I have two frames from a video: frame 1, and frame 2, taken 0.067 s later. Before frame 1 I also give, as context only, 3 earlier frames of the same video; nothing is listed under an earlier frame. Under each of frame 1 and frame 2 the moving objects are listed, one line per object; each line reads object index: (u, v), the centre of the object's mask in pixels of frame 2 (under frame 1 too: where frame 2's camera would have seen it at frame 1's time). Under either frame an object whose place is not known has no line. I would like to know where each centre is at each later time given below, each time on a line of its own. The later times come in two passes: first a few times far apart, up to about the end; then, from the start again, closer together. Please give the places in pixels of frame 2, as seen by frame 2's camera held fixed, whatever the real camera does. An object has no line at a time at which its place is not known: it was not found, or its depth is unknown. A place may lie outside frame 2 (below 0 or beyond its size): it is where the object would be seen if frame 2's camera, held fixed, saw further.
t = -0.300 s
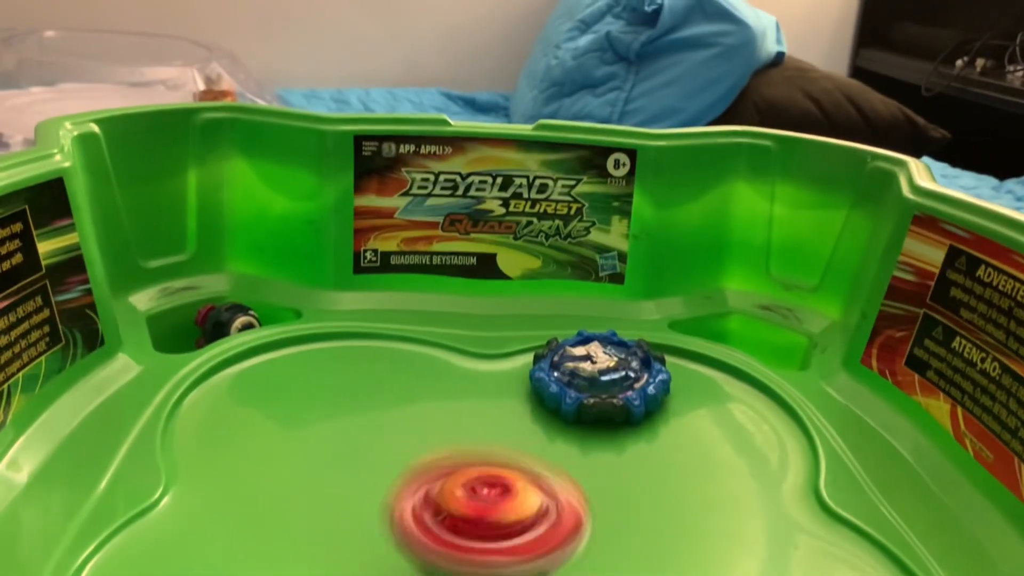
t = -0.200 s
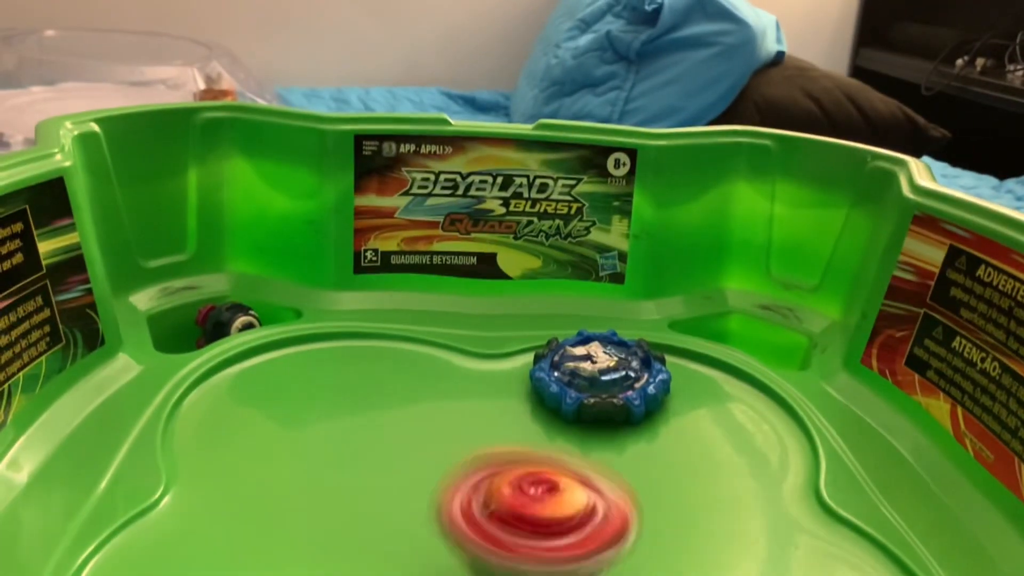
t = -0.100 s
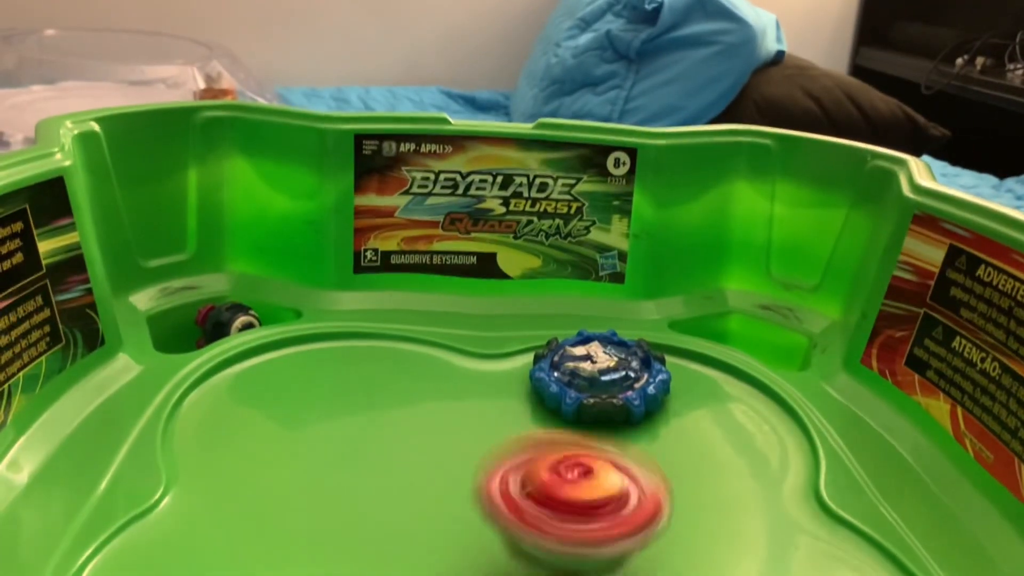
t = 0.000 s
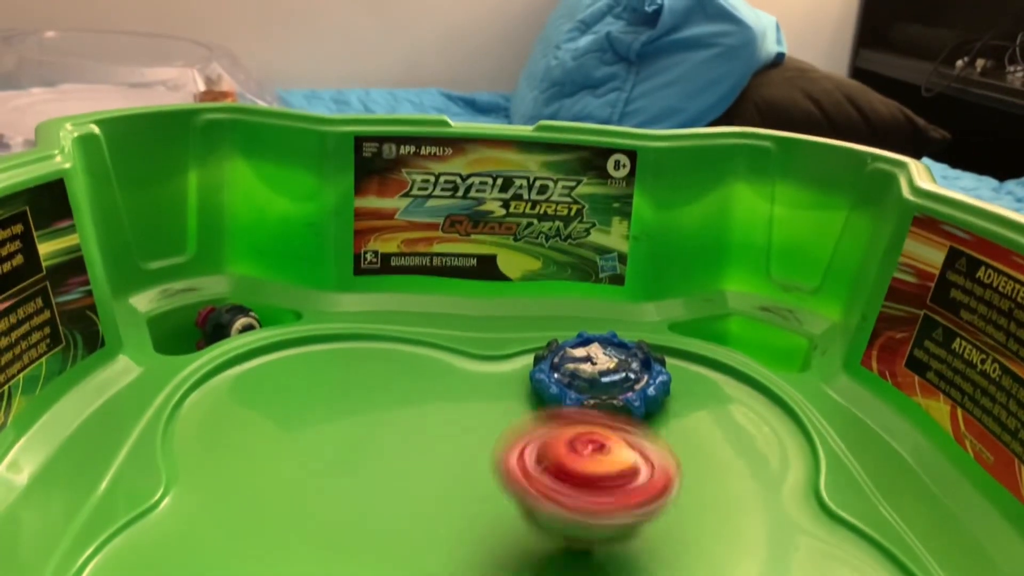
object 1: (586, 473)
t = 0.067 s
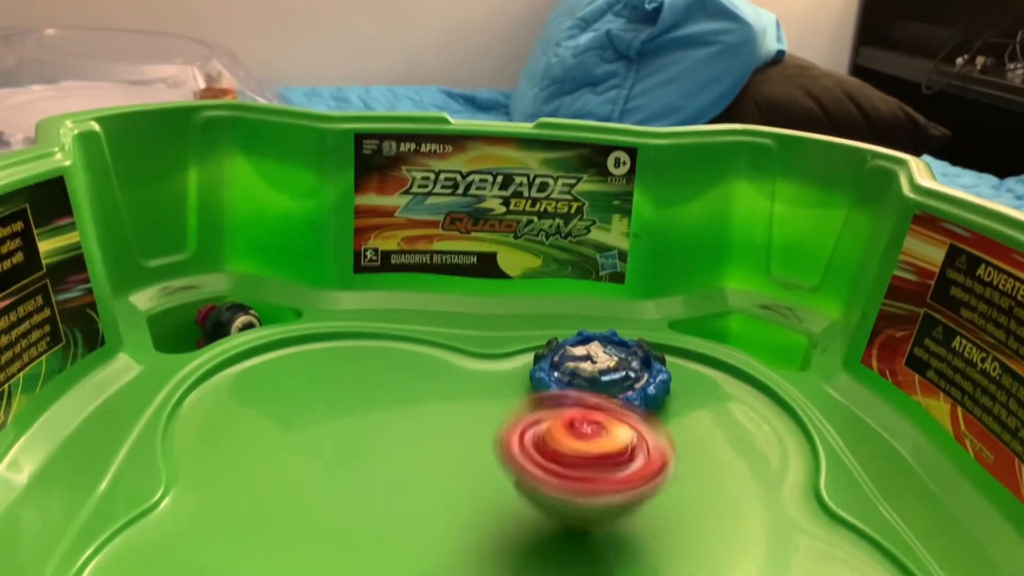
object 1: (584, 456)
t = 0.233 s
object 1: (547, 422)
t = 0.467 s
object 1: (468, 421)
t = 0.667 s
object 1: (452, 464)
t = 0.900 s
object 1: (535, 507)
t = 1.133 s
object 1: (612, 488)
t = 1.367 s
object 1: (567, 444)
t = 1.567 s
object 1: (484, 435)
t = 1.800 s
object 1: (426, 464)
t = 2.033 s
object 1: (492, 499)
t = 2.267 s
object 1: (585, 476)
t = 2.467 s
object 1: (592, 441)
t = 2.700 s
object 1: (526, 428)
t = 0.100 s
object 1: (579, 447)
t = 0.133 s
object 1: (574, 439)
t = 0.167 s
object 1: (567, 431)
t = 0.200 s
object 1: (556, 425)
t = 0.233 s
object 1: (547, 422)
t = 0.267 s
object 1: (536, 418)
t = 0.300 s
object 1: (524, 415)
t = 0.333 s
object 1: (512, 413)
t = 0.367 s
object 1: (500, 413)
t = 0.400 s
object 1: (488, 413)
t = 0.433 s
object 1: (477, 418)
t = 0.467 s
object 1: (468, 421)
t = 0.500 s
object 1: (458, 424)
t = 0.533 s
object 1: (452, 431)
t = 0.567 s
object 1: (449, 440)
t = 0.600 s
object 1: (446, 448)
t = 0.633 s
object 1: (448, 456)
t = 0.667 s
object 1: (452, 464)
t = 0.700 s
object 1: (458, 475)
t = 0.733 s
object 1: (467, 484)
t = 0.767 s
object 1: (478, 490)
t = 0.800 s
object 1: (490, 498)
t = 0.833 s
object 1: (504, 504)
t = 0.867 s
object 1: (520, 507)
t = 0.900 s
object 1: (535, 507)
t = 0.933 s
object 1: (552, 509)
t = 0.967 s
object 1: (566, 508)
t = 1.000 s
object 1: (579, 506)
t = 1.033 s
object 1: (591, 504)
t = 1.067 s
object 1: (601, 500)
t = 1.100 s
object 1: (608, 494)
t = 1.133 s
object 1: (612, 488)
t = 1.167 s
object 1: (612, 481)
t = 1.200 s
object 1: (611, 474)
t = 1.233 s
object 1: (607, 466)
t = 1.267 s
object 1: (600, 461)
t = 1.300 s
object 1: (590, 455)
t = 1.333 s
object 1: (581, 448)
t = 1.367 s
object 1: (567, 444)
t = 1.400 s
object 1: (554, 441)
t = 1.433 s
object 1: (541, 437)
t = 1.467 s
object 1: (526, 436)
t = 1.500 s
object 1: (512, 436)
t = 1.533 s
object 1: (498, 434)
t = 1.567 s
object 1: (484, 435)
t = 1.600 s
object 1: (472, 437)
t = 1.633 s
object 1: (458, 438)
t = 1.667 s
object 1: (447, 443)
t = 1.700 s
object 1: (439, 447)
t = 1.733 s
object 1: (432, 452)
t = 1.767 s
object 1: (426, 458)
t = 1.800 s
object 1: (426, 464)
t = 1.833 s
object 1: (426, 470)
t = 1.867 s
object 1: (432, 478)
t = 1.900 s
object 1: (439, 484)
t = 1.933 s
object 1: (449, 489)
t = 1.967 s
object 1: (462, 496)
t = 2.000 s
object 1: (476, 497)
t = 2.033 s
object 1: (492, 499)
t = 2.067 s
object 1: (508, 501)
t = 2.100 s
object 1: (523, 499)
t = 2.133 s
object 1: (539, 497)
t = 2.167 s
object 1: (553, 494)
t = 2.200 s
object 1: (566, 490)
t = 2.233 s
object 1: (577, 484)
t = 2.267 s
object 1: (585, 476)
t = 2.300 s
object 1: (595, 468)
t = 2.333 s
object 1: (595, 463)
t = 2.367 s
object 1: (598, 457)
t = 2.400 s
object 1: (599, 451)
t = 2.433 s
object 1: (596, 446)
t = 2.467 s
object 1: (592, 441)
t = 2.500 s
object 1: (585, 437)
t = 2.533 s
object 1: (578, 434)
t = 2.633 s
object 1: (548, 429)
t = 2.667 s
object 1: (539, 428)
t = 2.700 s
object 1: (526, 428)
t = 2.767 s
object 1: (502, 434)
